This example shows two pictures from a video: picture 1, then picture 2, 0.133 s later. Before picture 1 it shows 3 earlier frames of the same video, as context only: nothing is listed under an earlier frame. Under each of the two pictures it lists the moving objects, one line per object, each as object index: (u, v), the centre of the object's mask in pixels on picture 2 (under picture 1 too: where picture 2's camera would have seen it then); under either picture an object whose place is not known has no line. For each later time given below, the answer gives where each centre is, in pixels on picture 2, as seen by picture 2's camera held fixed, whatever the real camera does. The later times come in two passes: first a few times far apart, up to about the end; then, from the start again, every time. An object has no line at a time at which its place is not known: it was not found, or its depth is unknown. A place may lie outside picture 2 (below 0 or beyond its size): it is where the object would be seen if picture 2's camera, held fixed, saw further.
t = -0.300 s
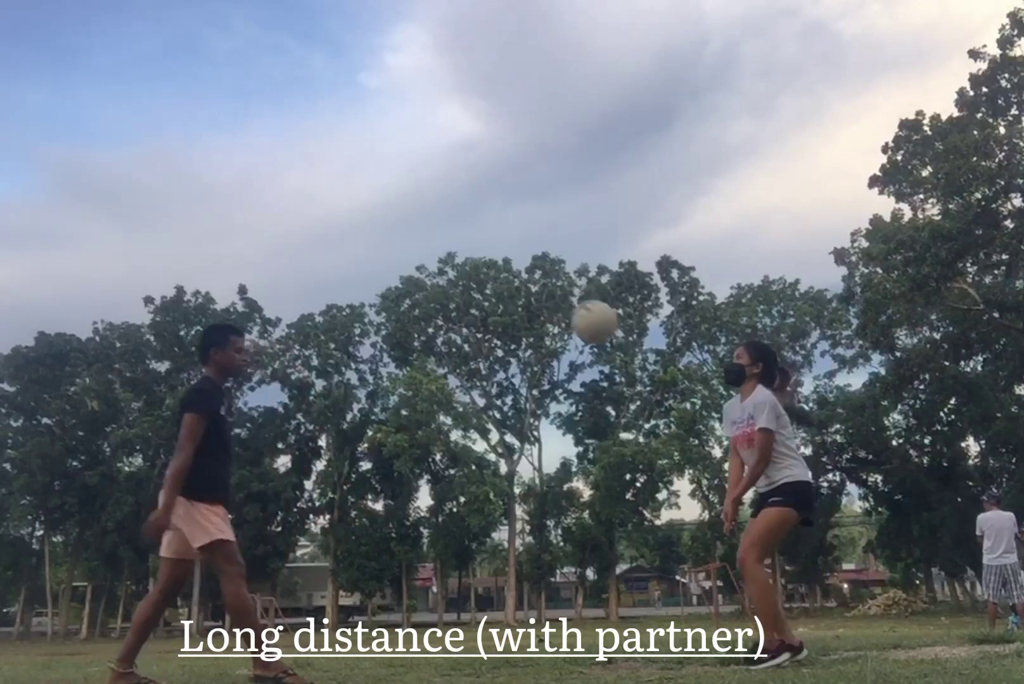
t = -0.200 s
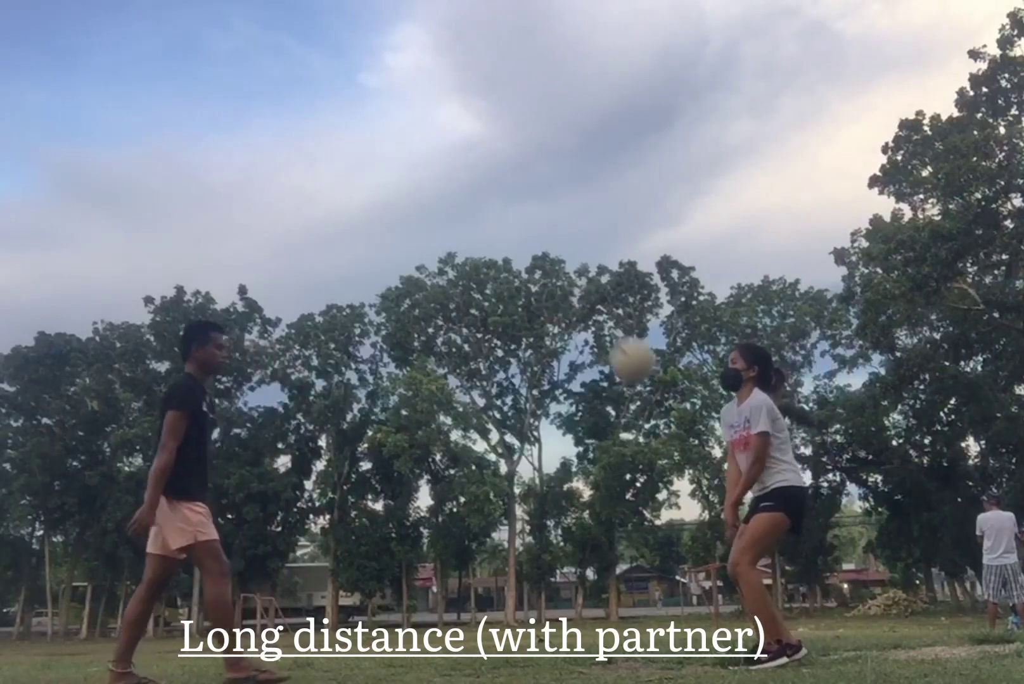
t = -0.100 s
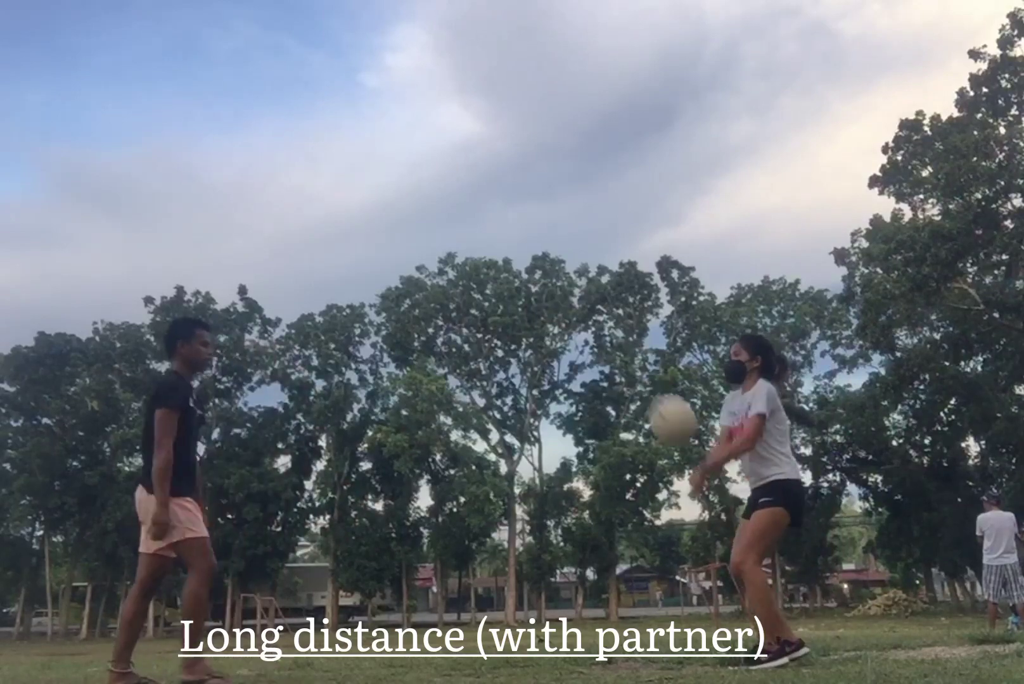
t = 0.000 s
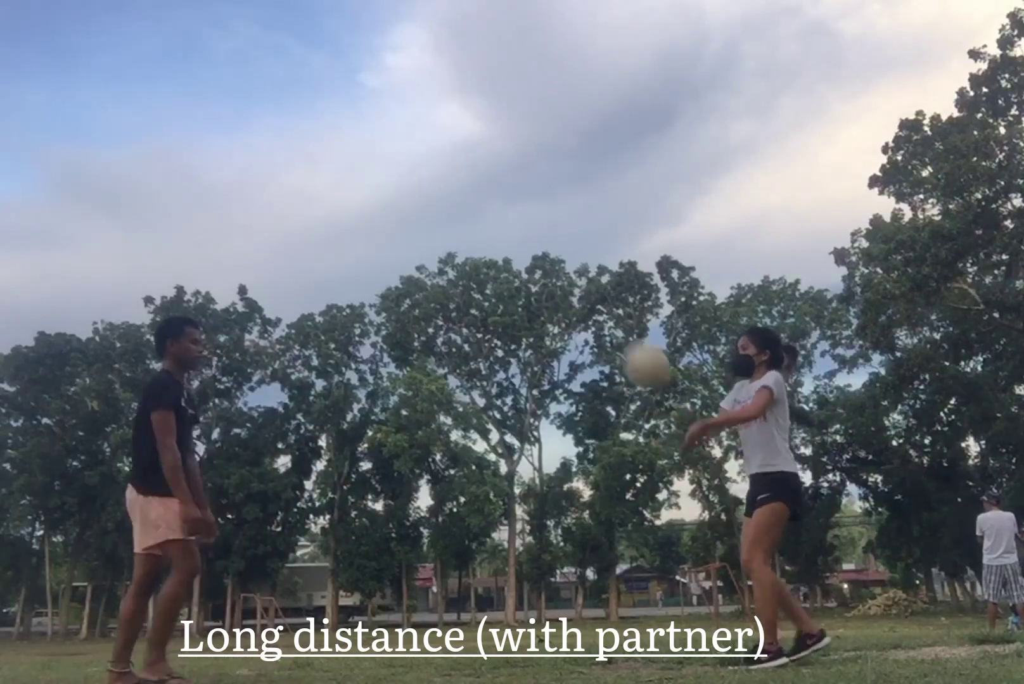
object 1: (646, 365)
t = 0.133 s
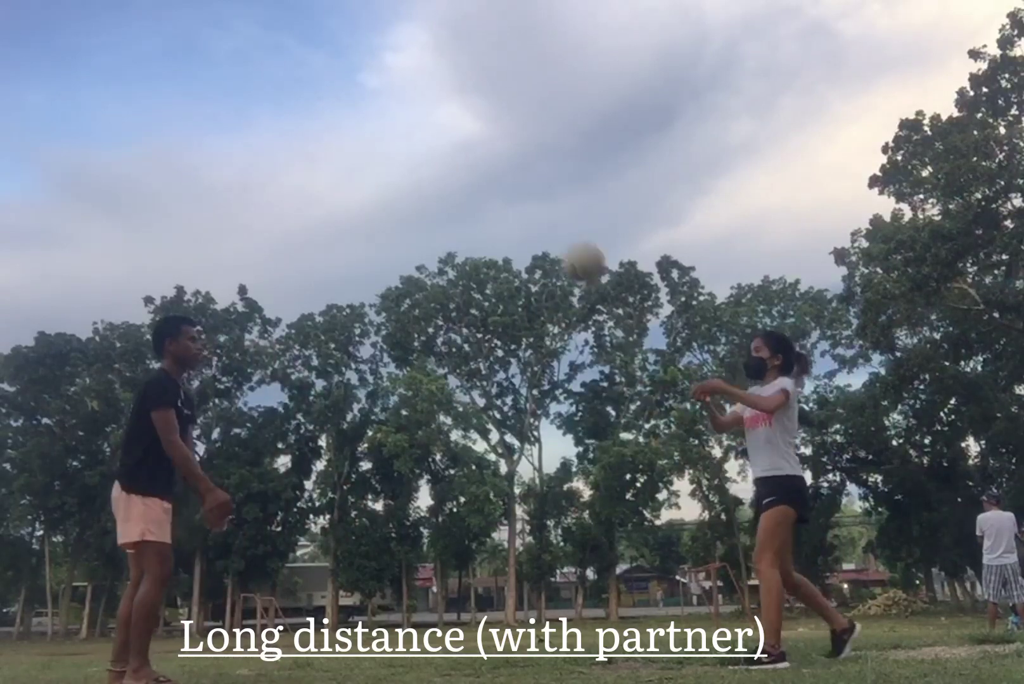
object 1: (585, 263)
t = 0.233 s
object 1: (539, 210)
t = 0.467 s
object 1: (448, 164)
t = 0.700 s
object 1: (363, 215)
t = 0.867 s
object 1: (304, 310)
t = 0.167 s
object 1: (568, 243)
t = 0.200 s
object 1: (554, 226)
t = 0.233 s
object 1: (539, 210)
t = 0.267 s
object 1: (526, 198)
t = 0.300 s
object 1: (512, 187)
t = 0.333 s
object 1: (499, 179)
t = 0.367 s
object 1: (486, 172)
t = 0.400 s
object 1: (473, 167)
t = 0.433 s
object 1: (460, 165)
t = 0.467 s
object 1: (448, 164)
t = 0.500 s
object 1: (436, 165)
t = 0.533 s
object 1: (423, 169)
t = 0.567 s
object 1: (411, 174)
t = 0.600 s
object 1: (399, 181)
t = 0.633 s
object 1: (386, 191)
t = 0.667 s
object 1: (375, 202)
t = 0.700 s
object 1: (363, 215)
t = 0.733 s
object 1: (352, 230)
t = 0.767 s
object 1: (339, 247)
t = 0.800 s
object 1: (328, 265)
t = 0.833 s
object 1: (316, 286)
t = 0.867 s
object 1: (304, 310)
